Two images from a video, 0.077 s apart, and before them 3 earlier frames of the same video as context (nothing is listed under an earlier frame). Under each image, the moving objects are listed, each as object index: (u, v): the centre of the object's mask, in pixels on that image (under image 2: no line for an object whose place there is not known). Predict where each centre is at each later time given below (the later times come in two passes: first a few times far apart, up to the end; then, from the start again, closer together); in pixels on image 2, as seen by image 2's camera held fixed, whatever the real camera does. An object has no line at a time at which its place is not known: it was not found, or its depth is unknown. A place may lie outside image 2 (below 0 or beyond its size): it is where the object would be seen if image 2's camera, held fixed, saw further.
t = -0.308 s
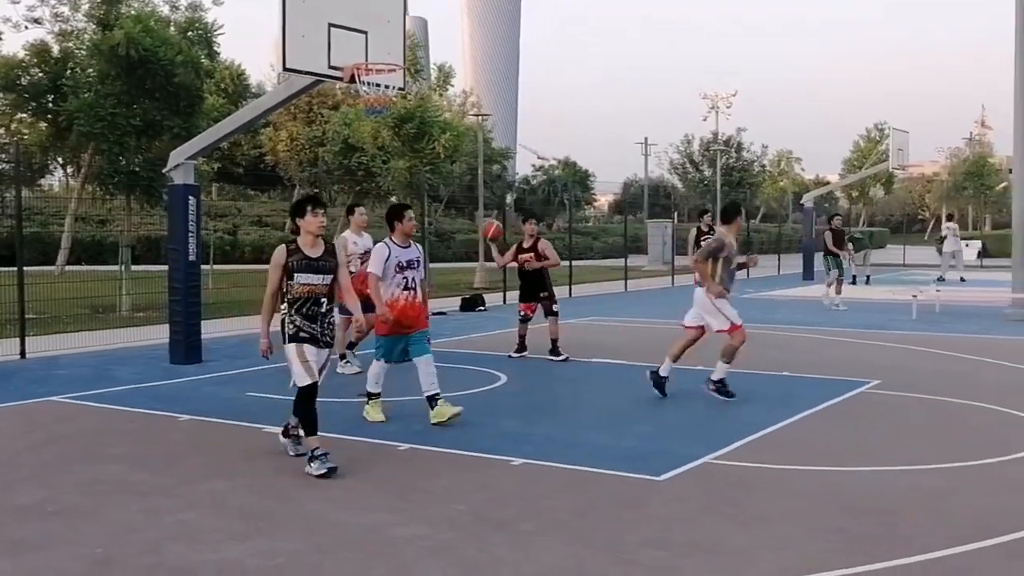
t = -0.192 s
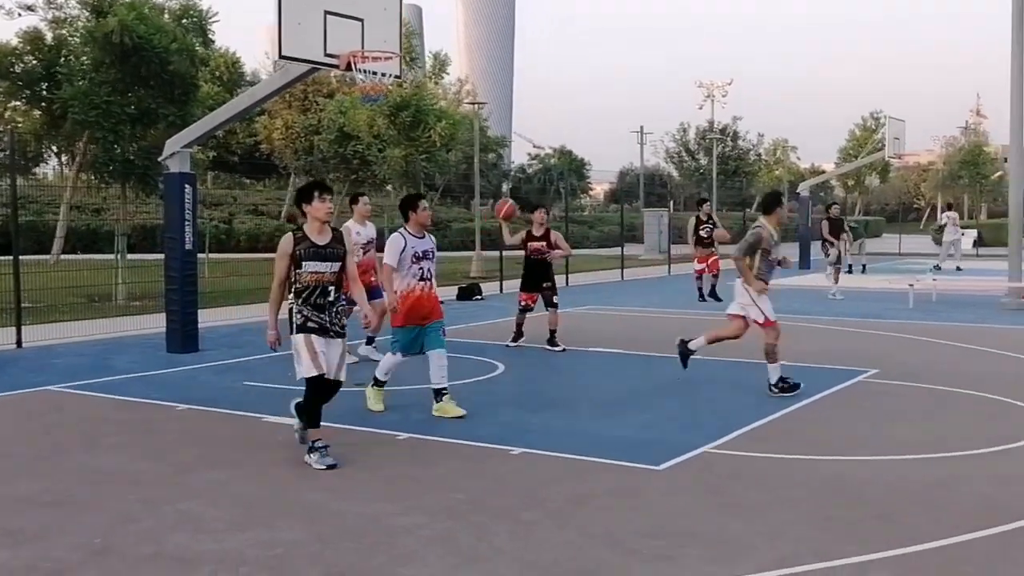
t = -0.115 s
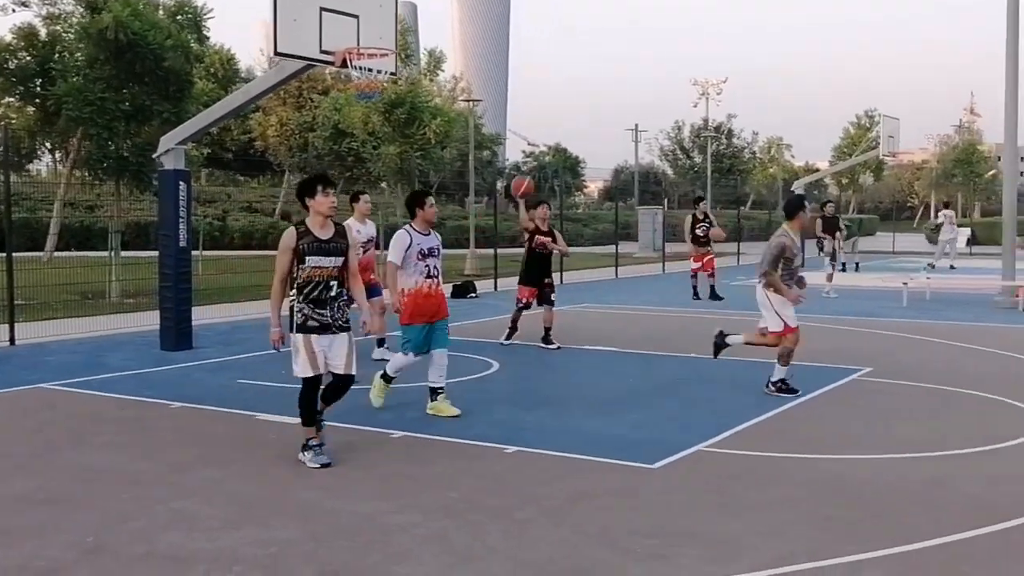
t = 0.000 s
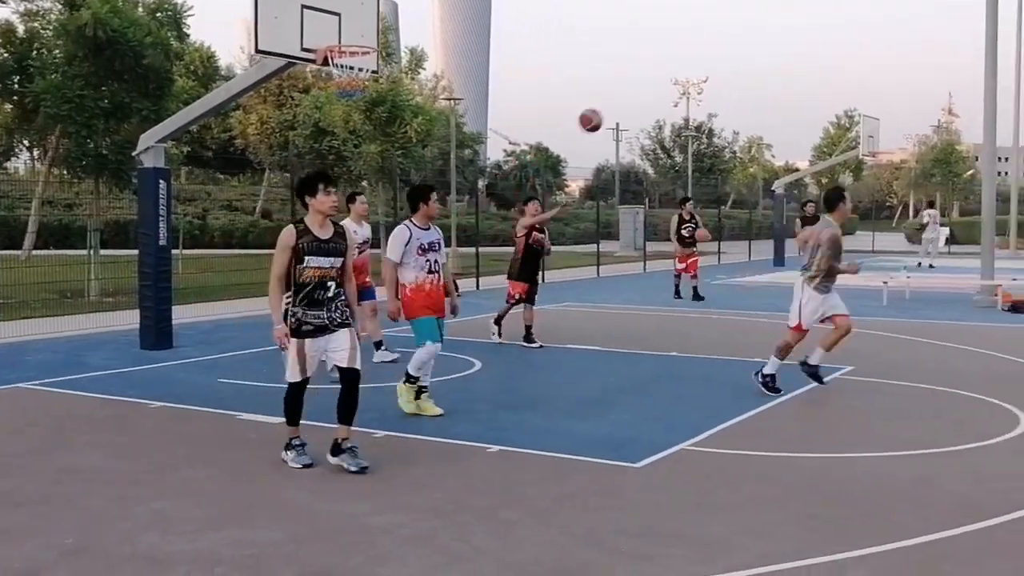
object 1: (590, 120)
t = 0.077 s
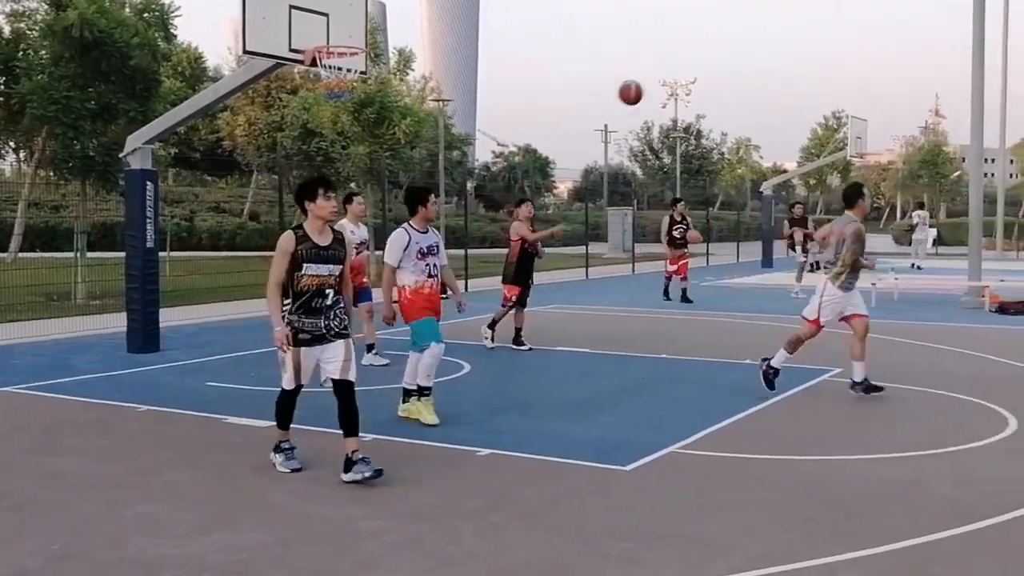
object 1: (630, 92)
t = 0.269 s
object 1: (784, 34)
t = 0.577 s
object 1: (1149, 11)
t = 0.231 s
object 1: (750, 44)
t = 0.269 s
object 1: (784, 34)
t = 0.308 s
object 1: (821, 25)
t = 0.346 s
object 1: (860, 18)
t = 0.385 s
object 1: (900, 13)
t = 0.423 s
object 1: (944, 9)
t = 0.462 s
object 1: (992, 7)
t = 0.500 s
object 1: (1042, 5)
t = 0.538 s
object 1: (1094, 7)
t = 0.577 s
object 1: (1149, 11)
